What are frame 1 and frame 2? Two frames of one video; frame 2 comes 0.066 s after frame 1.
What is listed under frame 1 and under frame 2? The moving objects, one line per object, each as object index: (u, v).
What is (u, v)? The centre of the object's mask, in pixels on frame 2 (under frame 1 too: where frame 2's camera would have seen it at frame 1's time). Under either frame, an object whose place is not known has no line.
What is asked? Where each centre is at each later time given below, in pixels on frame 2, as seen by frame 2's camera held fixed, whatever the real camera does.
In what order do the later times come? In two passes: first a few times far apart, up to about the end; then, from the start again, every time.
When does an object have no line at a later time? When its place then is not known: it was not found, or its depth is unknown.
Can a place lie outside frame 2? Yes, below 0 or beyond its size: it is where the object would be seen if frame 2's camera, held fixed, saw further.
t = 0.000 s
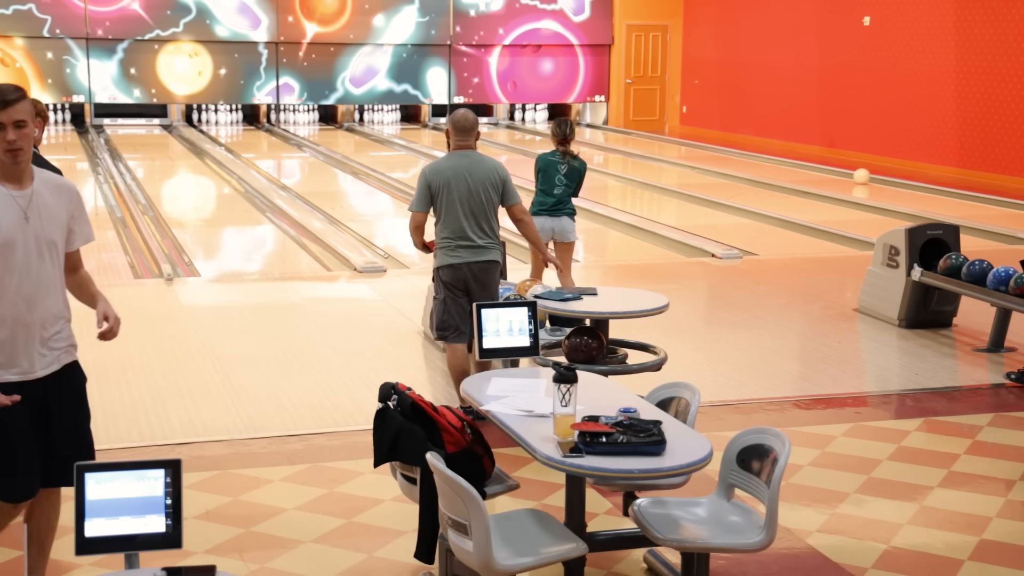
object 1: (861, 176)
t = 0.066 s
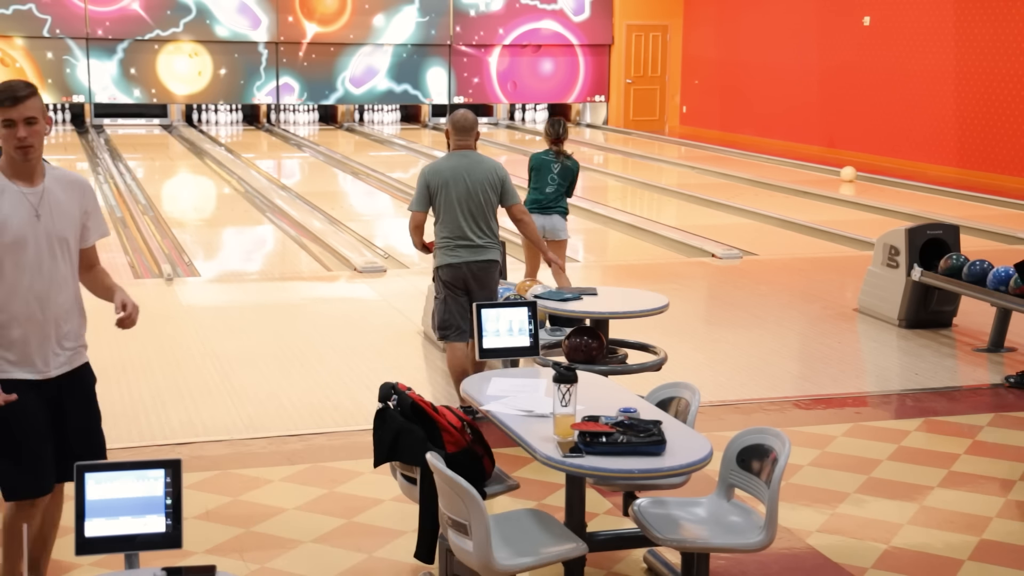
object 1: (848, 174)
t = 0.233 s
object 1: (817, 168)
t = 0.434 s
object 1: (784, 162)
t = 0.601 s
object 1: (758, 157)
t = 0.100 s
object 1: (842, 173)
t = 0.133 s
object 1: (835, 171)
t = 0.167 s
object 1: (829, 170)
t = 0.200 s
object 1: (823, 169)
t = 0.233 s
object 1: (817, 168)
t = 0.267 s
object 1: (811, 167)
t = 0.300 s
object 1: (806, 166)
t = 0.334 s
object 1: (800, 165)
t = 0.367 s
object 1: (795, 164)
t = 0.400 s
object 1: (789, 163)
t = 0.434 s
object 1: (784, 162)
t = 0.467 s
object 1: (778, 161)
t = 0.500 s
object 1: (773, 160)
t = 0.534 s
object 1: (768, 159)
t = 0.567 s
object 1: (763, 158)
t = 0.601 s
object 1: (758, 157)
